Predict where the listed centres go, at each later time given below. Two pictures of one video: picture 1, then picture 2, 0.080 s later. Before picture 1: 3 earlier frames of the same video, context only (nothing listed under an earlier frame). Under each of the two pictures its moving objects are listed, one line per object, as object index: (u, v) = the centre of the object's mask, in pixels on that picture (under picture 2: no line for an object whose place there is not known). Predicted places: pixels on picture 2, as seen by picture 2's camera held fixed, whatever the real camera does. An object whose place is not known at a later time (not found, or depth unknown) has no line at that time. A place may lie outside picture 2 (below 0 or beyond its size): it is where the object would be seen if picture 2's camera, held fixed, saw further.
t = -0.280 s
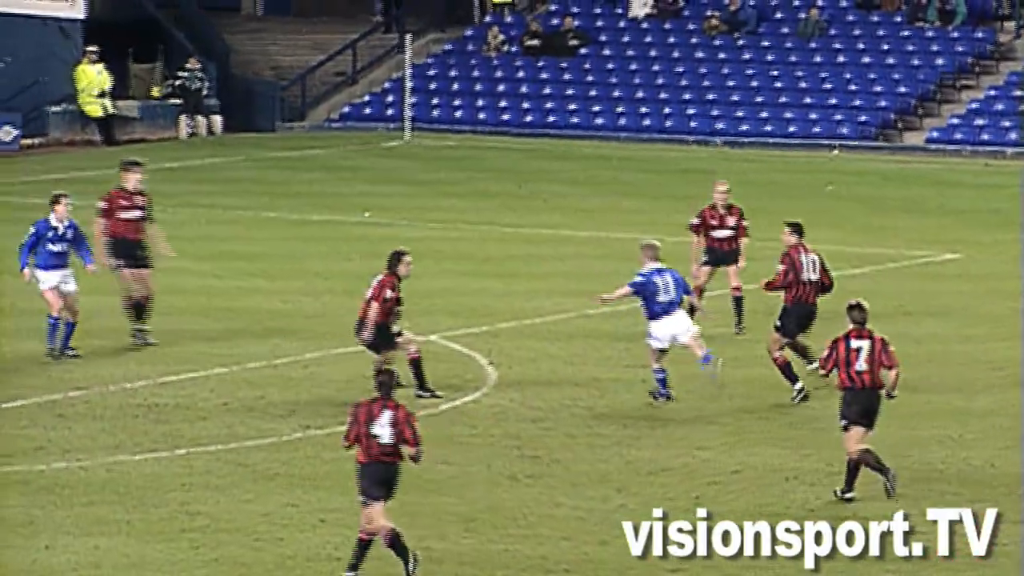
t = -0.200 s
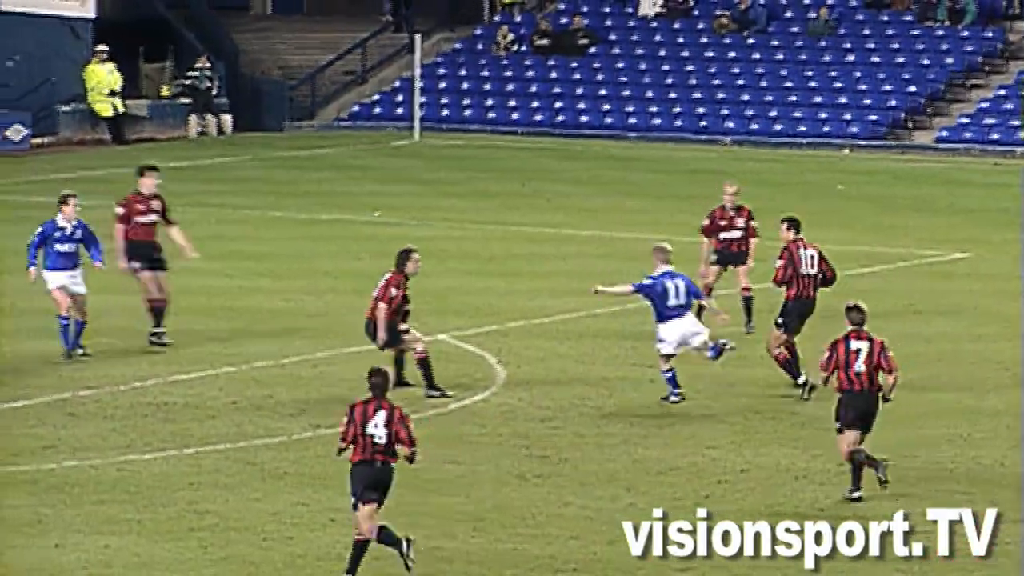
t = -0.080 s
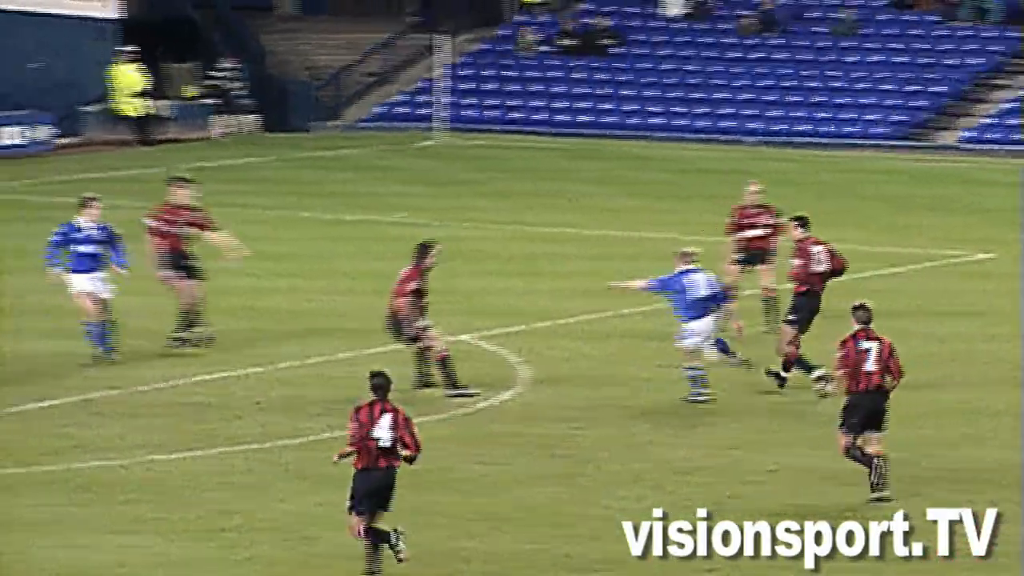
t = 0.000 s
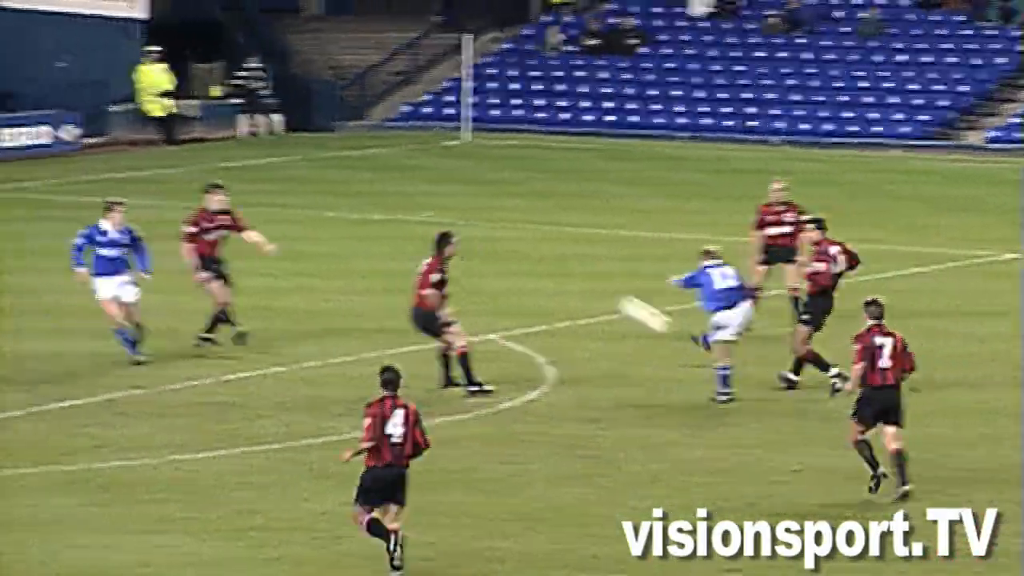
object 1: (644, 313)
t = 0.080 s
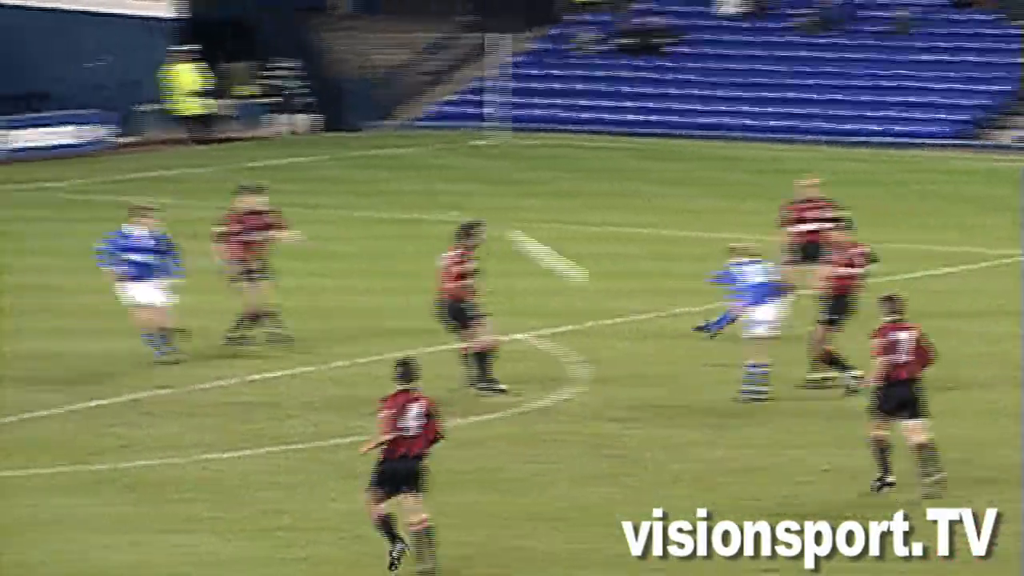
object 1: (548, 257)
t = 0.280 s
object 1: (253, 146)
